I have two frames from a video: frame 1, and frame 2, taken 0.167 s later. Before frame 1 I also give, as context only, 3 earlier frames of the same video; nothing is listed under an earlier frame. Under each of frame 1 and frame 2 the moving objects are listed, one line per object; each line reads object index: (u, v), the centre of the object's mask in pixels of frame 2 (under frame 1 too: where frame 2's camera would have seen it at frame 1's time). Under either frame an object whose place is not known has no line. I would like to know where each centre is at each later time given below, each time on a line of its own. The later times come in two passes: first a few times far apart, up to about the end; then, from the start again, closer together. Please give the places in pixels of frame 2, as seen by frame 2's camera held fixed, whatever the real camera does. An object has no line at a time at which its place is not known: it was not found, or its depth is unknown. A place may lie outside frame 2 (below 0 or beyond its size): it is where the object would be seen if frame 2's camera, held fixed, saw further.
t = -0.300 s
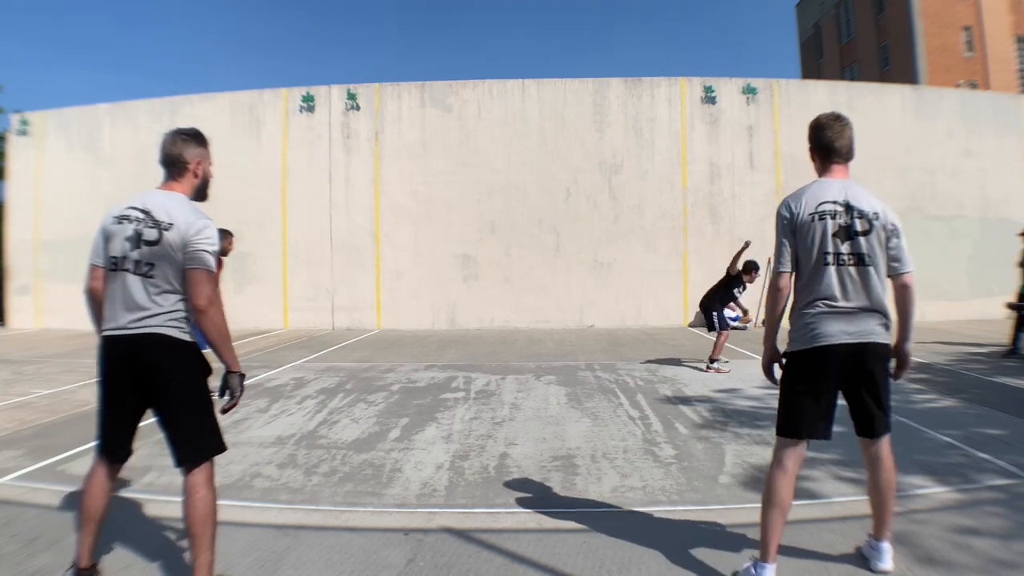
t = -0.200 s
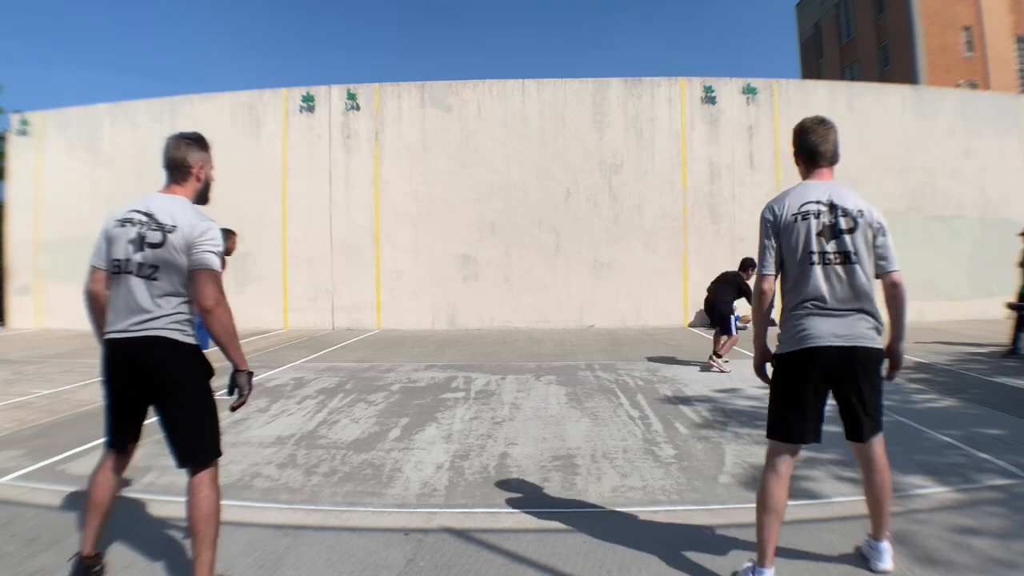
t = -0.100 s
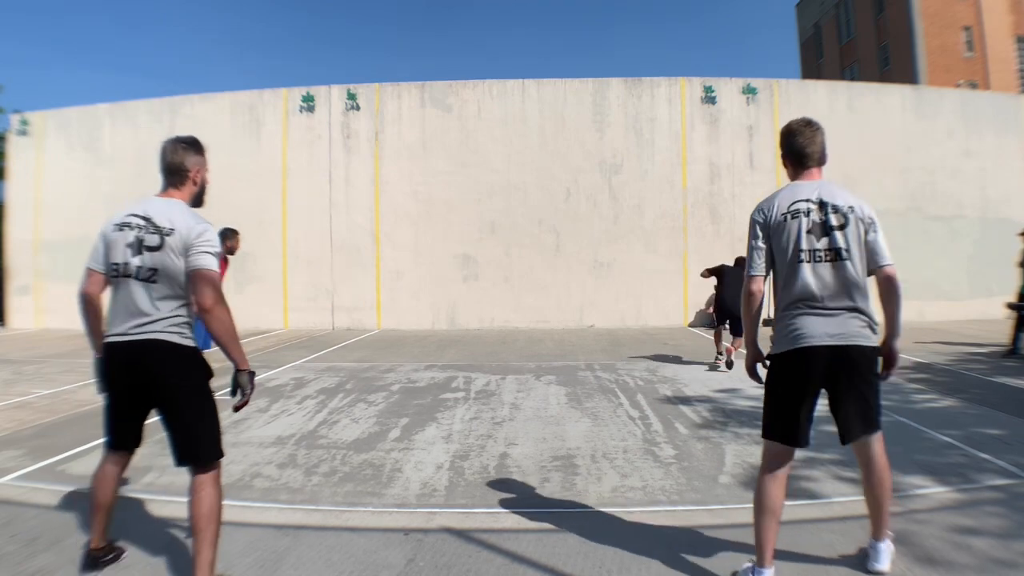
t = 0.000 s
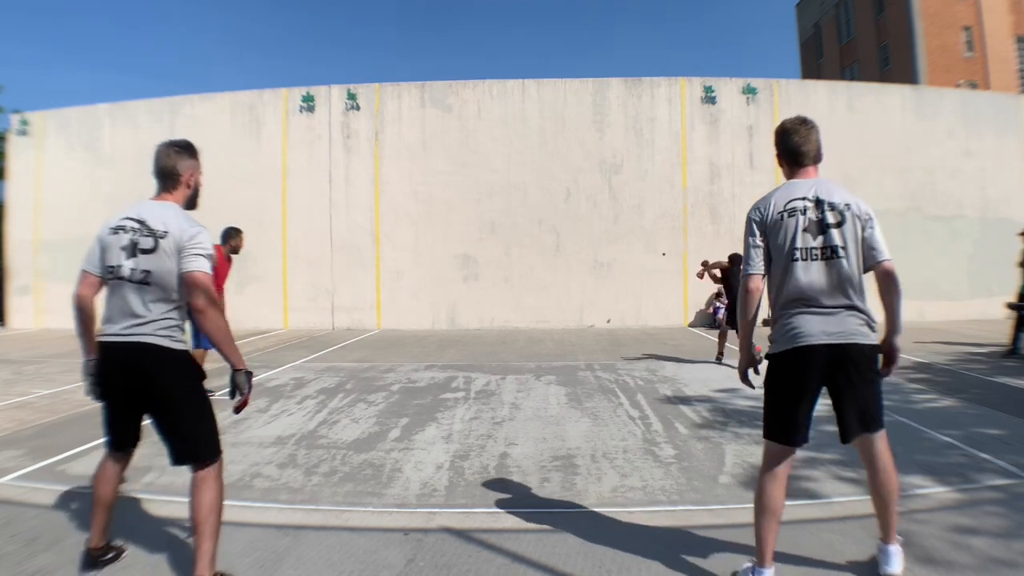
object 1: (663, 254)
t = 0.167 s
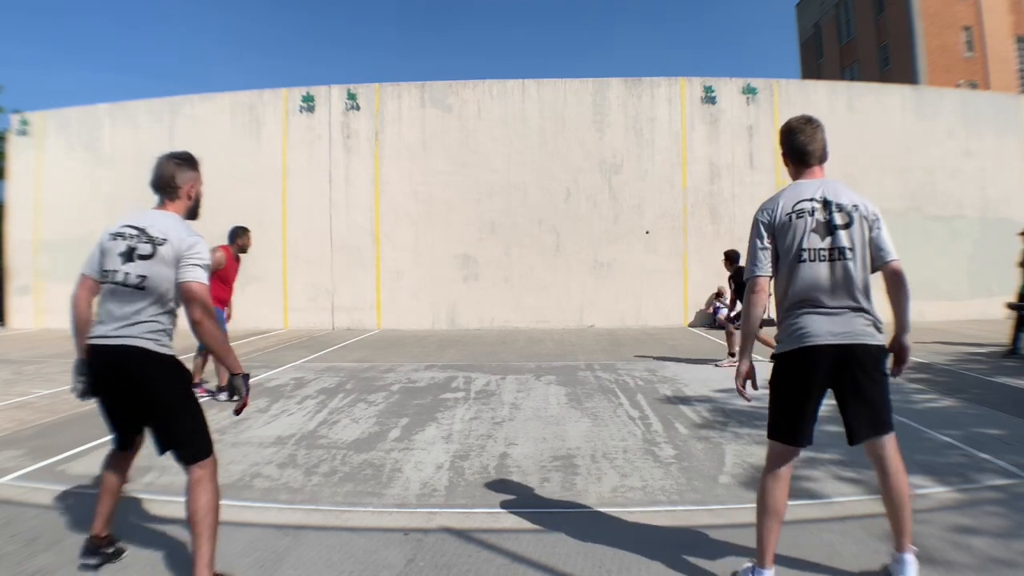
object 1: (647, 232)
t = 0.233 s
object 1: (646, 227)
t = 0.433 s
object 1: (641, 222)
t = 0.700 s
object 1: (625, 274)
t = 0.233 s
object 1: (646, 227)
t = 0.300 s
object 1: (645, 225)
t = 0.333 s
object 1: (644, 223)
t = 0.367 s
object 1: (644, 222)
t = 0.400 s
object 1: (642, 222)
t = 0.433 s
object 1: (641, 222)
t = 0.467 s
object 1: (640, 224)
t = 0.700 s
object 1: (625, 274)
